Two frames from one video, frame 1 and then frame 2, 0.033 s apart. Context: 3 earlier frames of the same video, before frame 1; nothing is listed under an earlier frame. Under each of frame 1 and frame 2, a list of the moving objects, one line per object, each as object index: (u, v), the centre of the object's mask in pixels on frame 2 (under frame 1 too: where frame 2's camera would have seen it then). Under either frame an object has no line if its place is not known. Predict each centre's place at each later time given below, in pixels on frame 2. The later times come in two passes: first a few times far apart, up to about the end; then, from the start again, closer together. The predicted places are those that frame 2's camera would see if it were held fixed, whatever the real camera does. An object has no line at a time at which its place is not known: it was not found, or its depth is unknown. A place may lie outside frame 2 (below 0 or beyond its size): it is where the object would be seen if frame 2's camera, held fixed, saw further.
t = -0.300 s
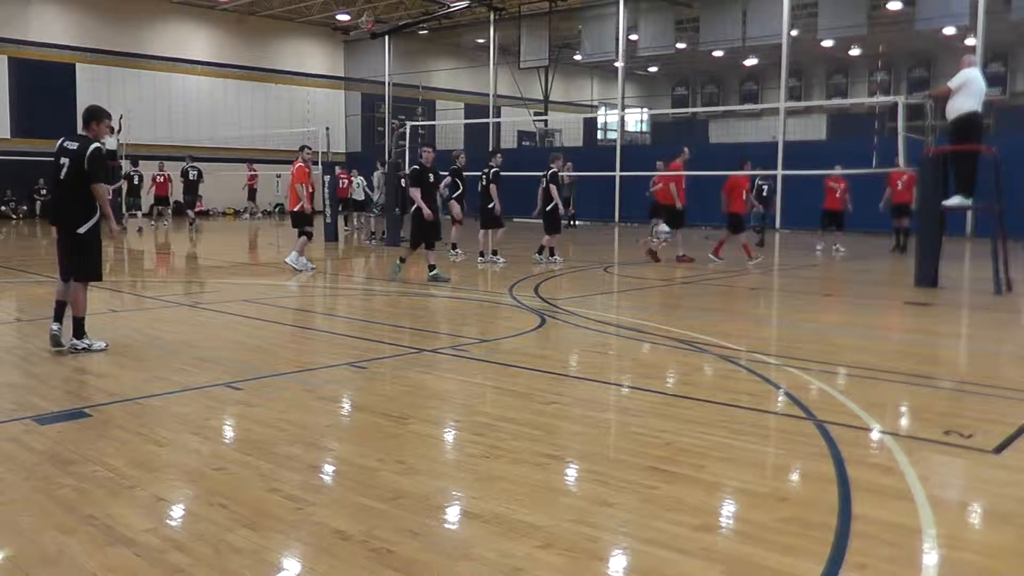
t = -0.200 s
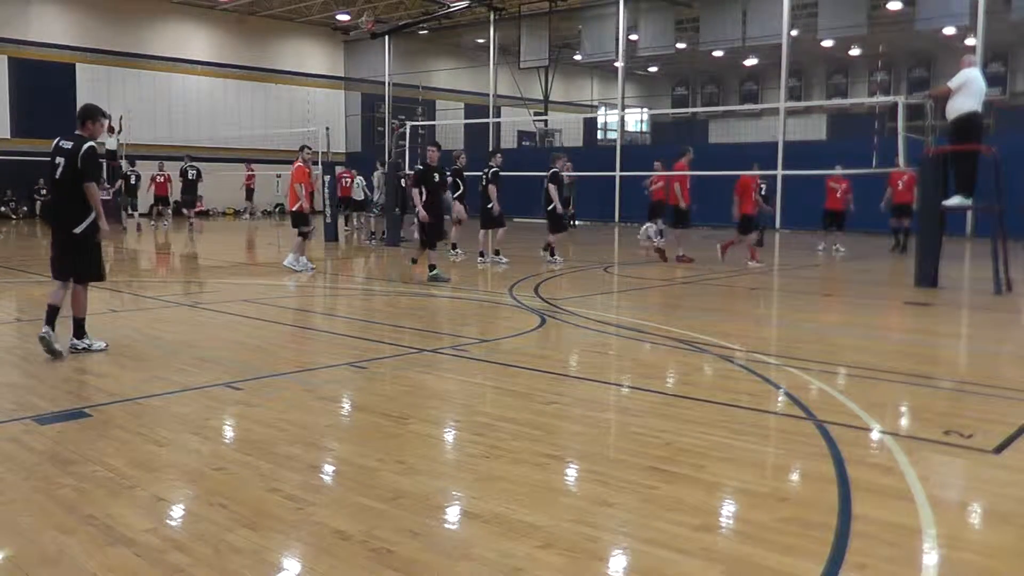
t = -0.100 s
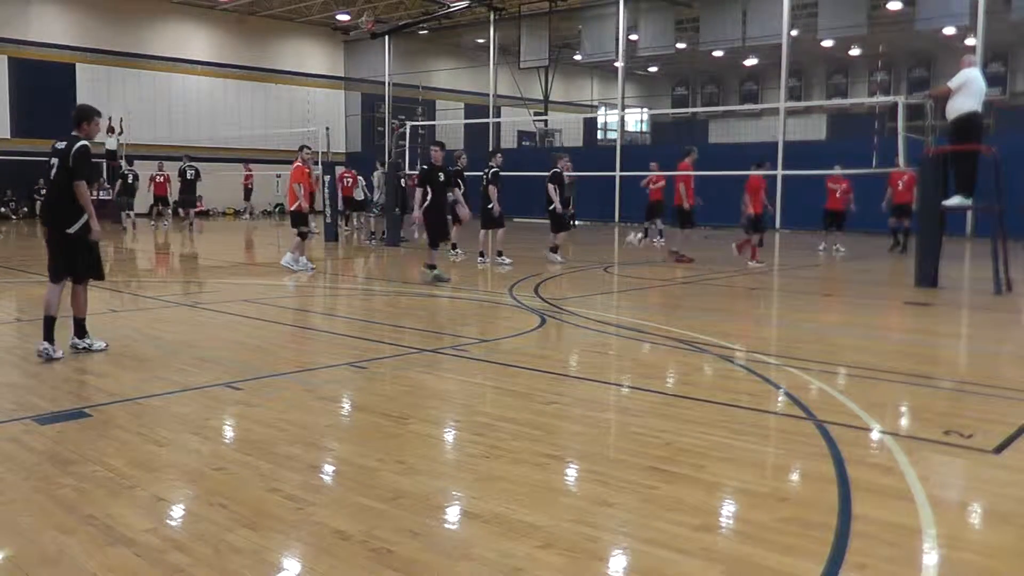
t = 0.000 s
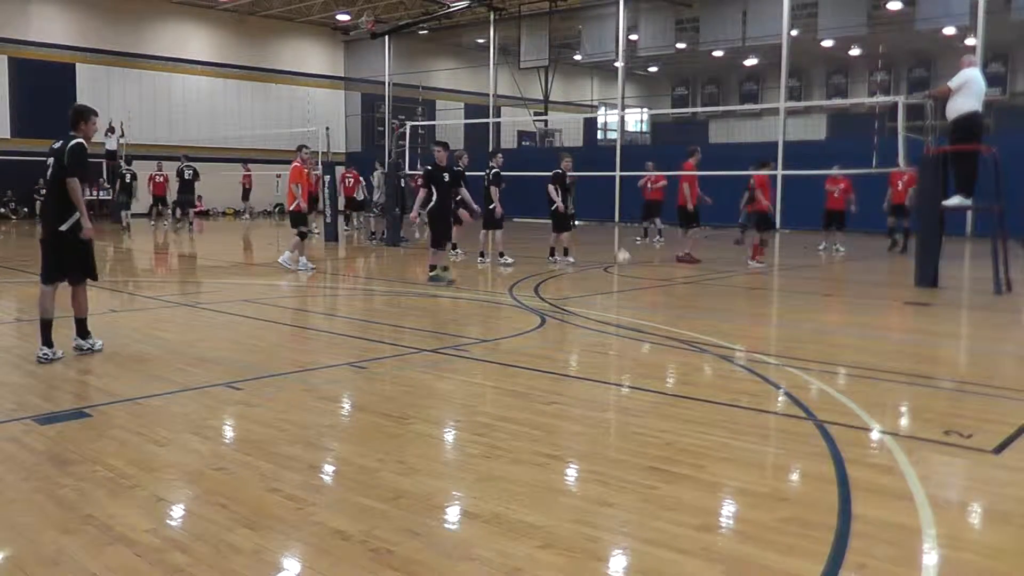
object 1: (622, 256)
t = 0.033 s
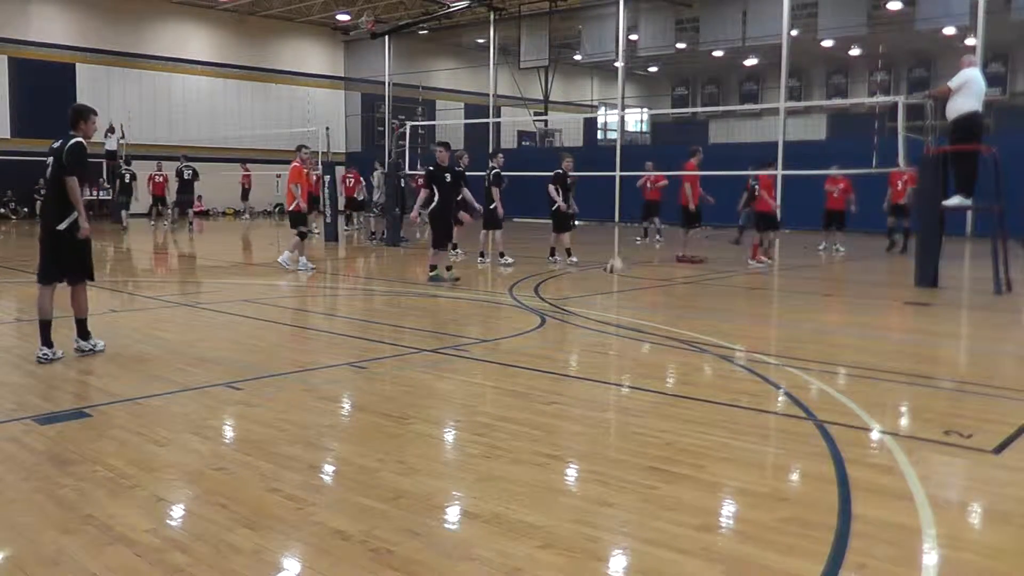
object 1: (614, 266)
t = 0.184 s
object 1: (594, 280)
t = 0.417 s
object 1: (558, 259)
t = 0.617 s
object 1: (518, 286)
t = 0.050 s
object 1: (613, 271)
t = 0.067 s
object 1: (612, 275)
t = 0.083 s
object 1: (608, 282)
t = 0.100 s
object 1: (606, 289)
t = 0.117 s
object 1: (604, 293)
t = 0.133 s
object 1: (601, 290)
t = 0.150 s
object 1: (599, 287)
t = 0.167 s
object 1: (597, 284)
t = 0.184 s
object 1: (594, 280)
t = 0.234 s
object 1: (586, 271)
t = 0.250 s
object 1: (585, 267)
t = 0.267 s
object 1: (583, 266)
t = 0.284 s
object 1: (579, 265)
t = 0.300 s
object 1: (578, 263)
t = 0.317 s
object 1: (575, 263)
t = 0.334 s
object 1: (571, 261)
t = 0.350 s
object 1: (570, 260)
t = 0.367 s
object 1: (564, 259)
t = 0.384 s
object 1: (562, 259)
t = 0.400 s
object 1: (557, 259)
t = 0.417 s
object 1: (558, 259)
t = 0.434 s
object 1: (554, 260)
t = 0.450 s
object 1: (551, 260)
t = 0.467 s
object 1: (548, 262)
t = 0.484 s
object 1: (545, 262)
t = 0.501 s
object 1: (543, 264)
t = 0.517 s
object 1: (540, 265)
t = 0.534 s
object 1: (536, 267)
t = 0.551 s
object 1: (533, 269)
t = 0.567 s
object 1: (530, 273)
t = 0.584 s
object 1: (526, 276)
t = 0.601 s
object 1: (523, 282)
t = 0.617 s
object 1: (518, 286)
